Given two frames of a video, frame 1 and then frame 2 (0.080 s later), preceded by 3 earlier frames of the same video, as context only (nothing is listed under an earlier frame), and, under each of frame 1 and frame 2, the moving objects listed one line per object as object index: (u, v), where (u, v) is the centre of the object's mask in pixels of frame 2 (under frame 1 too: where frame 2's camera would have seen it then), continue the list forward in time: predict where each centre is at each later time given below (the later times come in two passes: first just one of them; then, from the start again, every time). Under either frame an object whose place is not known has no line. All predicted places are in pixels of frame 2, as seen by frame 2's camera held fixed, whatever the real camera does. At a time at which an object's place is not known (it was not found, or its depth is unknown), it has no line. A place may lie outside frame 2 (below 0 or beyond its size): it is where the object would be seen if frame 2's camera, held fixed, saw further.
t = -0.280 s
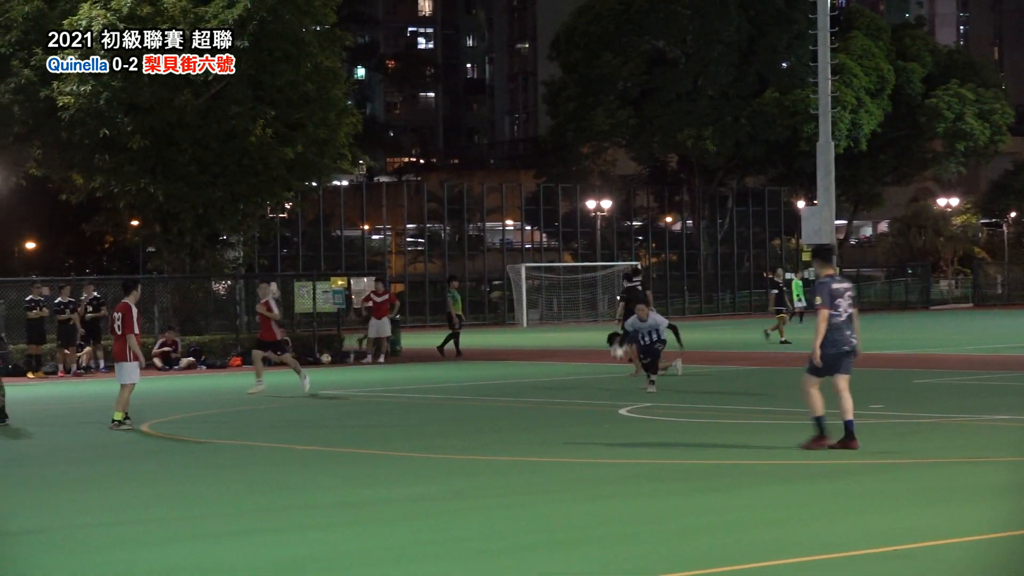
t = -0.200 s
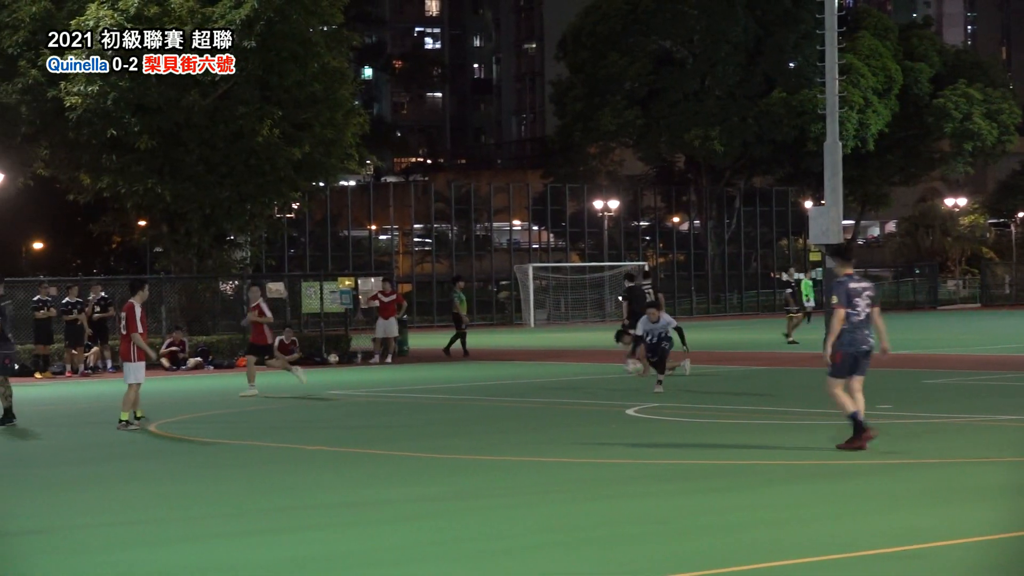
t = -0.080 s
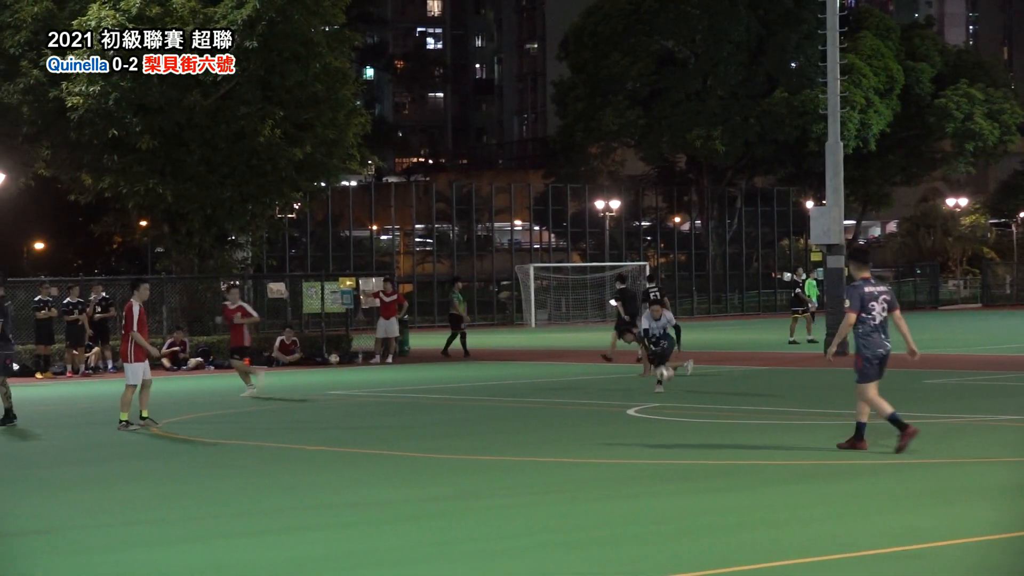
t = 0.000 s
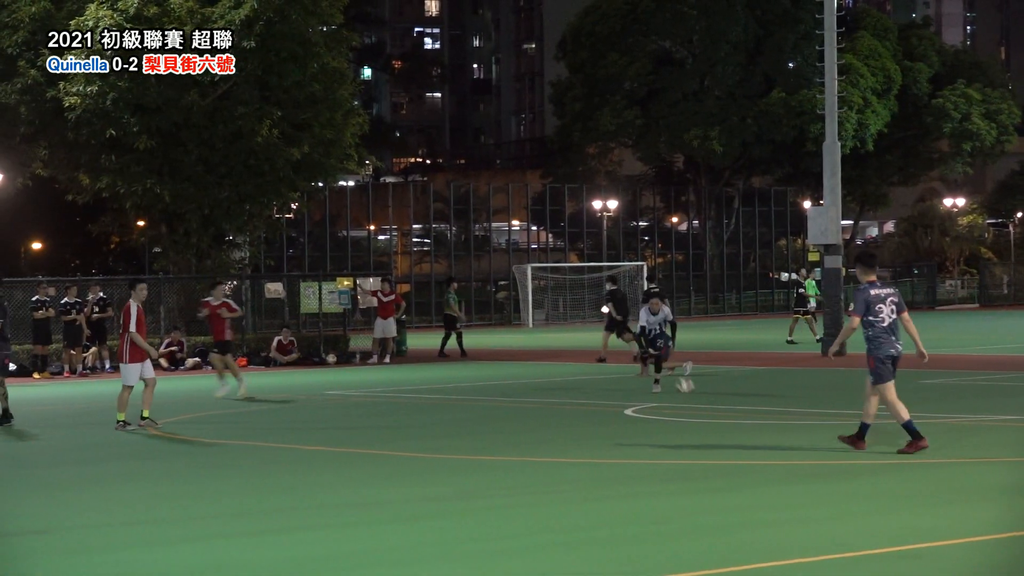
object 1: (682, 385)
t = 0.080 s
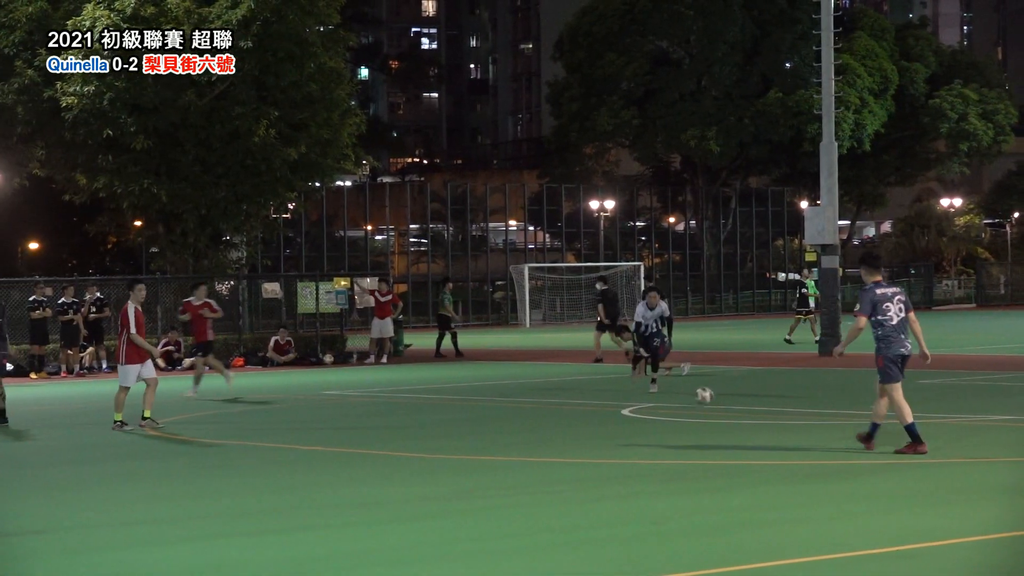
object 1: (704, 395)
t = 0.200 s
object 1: (731, 387)
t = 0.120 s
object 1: (713, 391)
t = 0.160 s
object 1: (722, 388)
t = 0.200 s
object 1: (731, 387)
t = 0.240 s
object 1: (740, 387)
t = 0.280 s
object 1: (751, 388)
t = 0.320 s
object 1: (761, 391)
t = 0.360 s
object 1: (772, 396)
